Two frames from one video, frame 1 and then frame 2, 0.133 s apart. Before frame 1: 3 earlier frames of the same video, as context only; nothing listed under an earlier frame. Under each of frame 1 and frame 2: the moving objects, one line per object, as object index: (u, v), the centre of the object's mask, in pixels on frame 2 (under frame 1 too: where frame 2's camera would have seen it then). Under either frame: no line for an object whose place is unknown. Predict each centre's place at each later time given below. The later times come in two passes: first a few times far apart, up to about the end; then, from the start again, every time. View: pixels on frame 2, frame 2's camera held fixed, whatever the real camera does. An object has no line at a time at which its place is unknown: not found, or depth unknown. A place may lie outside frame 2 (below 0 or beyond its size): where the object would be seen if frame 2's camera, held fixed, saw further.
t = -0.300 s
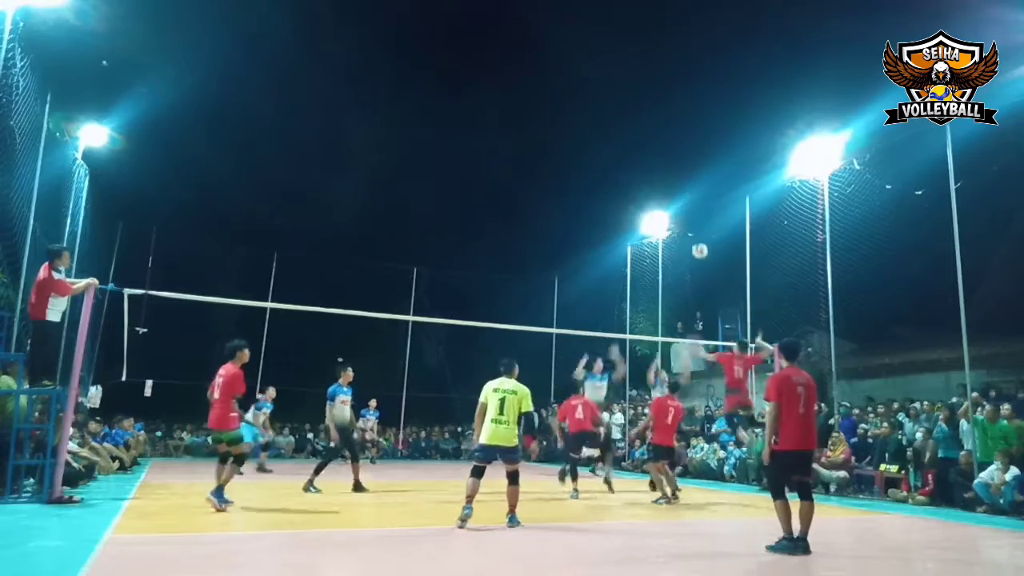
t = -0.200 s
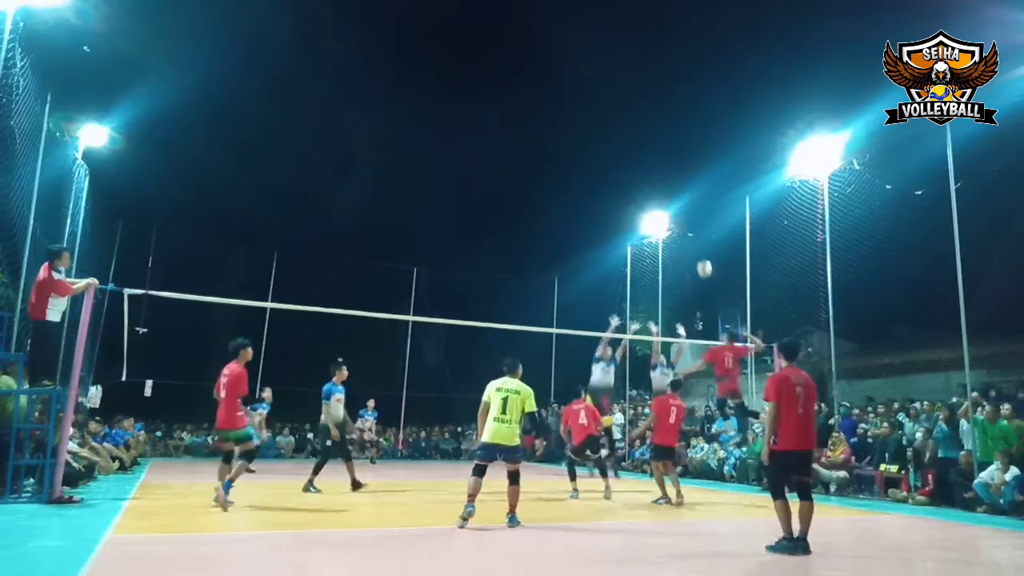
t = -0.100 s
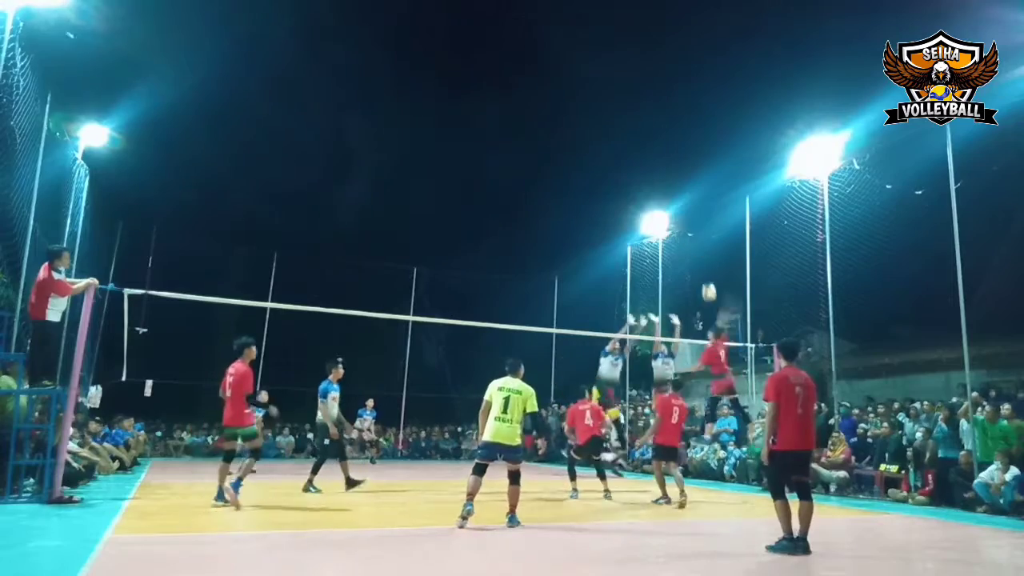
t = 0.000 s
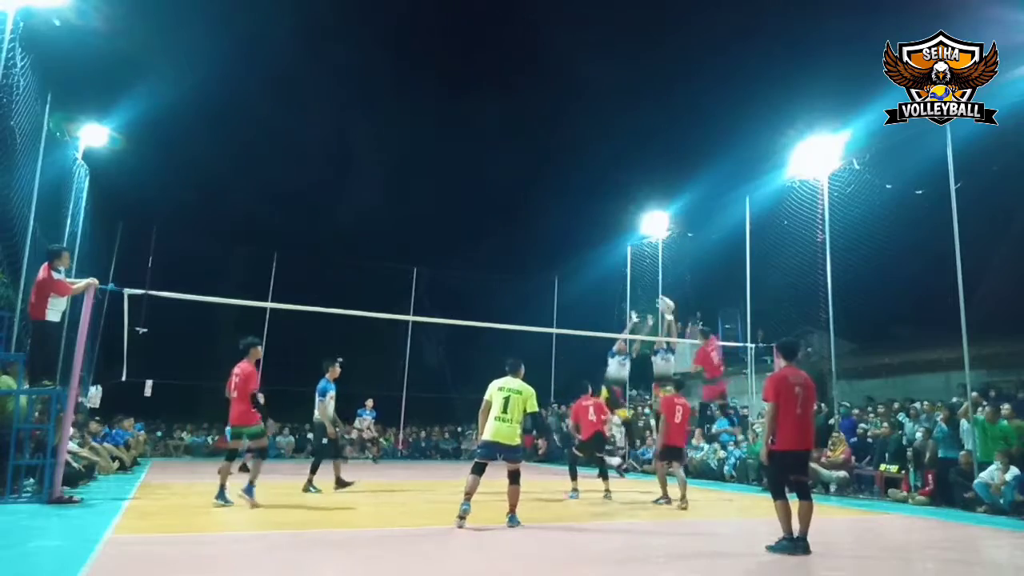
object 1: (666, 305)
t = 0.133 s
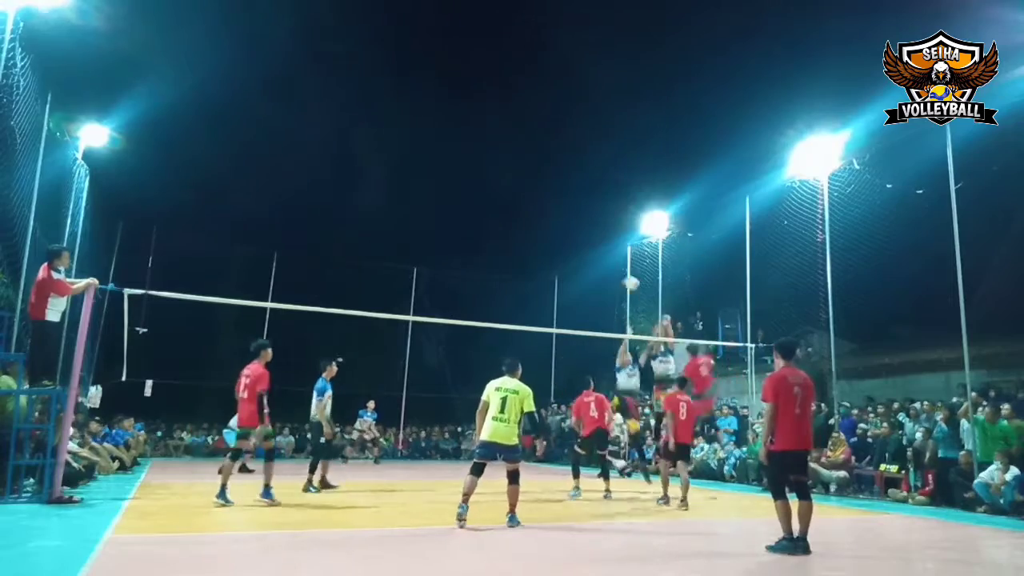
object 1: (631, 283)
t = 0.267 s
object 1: (598, 274)
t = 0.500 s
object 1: (552, 282)
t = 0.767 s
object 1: (507, 323)
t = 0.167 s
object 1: (621, 279)
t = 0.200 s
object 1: (614, 277)
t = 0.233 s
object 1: (607, 275)
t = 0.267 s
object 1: (598, 274)
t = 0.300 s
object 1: (592, 273)
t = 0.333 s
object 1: (585, 273)
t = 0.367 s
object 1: (577, 274)
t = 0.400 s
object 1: (571, 276)
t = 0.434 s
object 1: (565, 277)
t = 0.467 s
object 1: (558, 280)
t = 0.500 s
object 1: (552, 282)
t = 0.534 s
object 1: (546, 286)
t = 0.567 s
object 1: (540, 290)
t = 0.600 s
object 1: (534, 295)
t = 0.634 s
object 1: (528, 299)
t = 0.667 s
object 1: (523, 304)
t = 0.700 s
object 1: (517, 311)
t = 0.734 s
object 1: (512, 317)
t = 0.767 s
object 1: (507, 323)
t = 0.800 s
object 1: (501, 333)
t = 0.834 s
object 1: (496, 338)
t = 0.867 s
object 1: (491, 347)
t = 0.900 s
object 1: (487, 354)
